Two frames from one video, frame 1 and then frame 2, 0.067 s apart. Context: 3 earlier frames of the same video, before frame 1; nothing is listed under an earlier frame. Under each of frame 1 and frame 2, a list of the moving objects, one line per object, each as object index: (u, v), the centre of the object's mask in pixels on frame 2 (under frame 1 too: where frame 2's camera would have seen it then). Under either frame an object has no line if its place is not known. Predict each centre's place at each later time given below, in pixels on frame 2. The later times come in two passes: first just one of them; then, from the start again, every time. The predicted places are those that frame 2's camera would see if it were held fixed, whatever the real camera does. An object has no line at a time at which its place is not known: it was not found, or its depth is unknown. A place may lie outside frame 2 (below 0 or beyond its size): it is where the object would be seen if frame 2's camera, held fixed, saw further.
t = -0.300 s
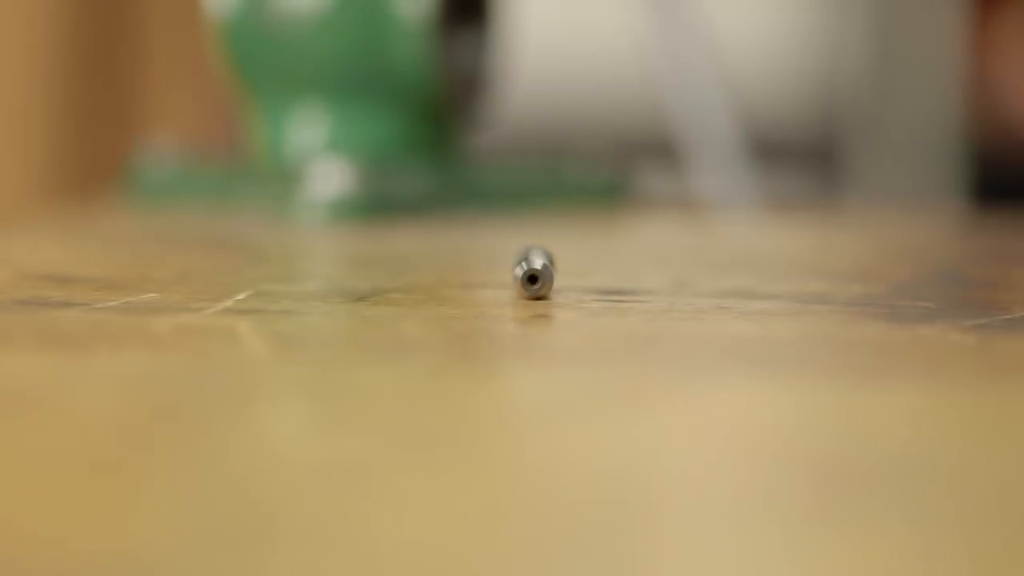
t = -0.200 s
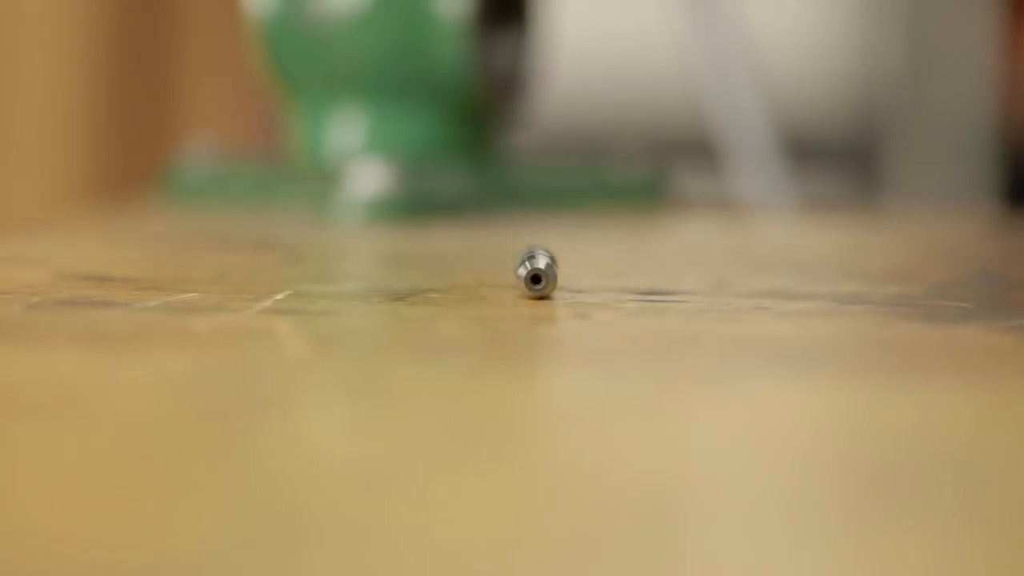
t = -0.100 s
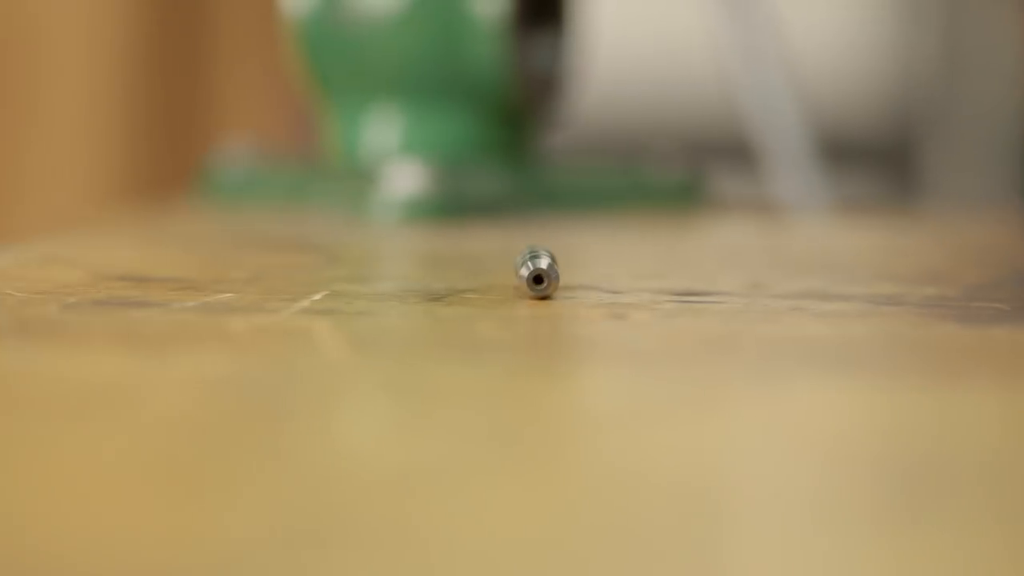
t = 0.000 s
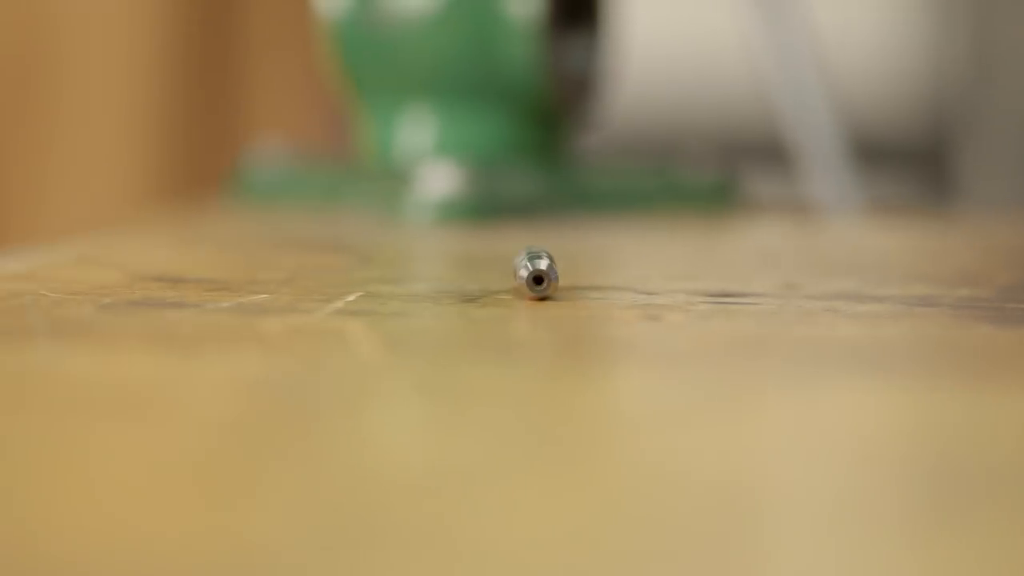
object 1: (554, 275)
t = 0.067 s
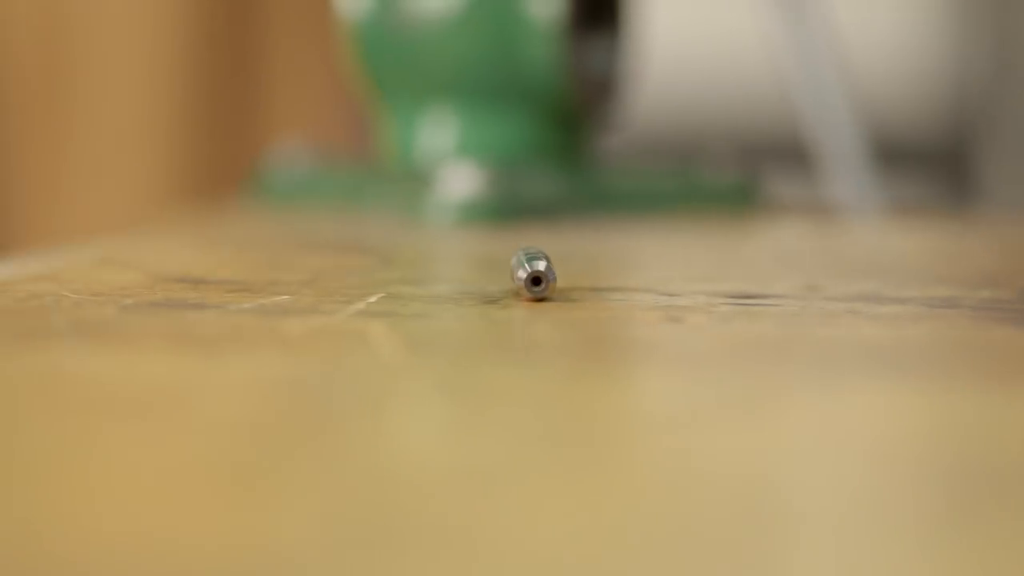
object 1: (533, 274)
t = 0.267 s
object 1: (470, 274)
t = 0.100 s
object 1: (523, 274)
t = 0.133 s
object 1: (512, 274)
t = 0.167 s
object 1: (501, 275)
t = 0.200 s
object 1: (491, 275)
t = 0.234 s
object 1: (480, 274)
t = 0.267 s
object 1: (470, 274)
